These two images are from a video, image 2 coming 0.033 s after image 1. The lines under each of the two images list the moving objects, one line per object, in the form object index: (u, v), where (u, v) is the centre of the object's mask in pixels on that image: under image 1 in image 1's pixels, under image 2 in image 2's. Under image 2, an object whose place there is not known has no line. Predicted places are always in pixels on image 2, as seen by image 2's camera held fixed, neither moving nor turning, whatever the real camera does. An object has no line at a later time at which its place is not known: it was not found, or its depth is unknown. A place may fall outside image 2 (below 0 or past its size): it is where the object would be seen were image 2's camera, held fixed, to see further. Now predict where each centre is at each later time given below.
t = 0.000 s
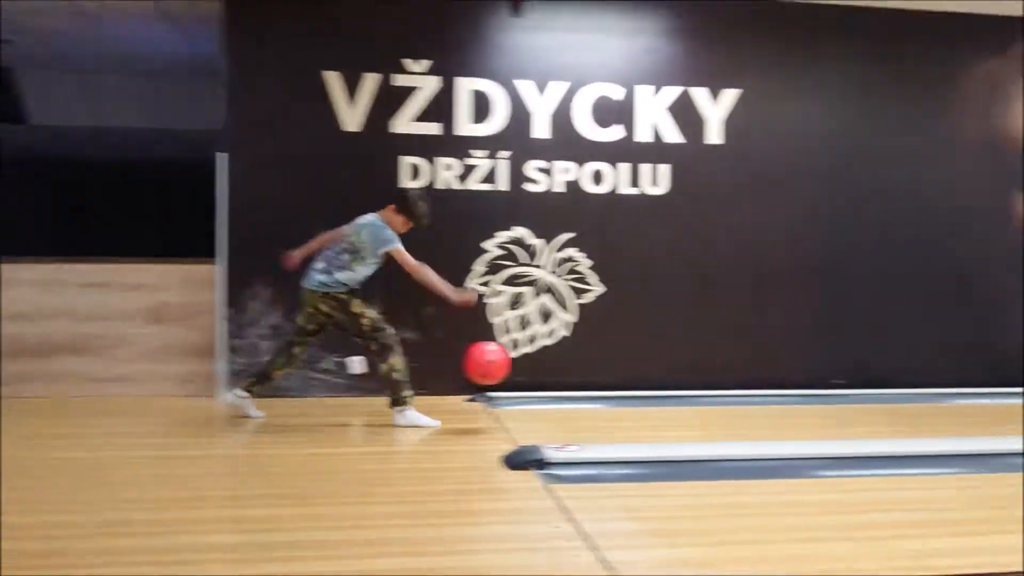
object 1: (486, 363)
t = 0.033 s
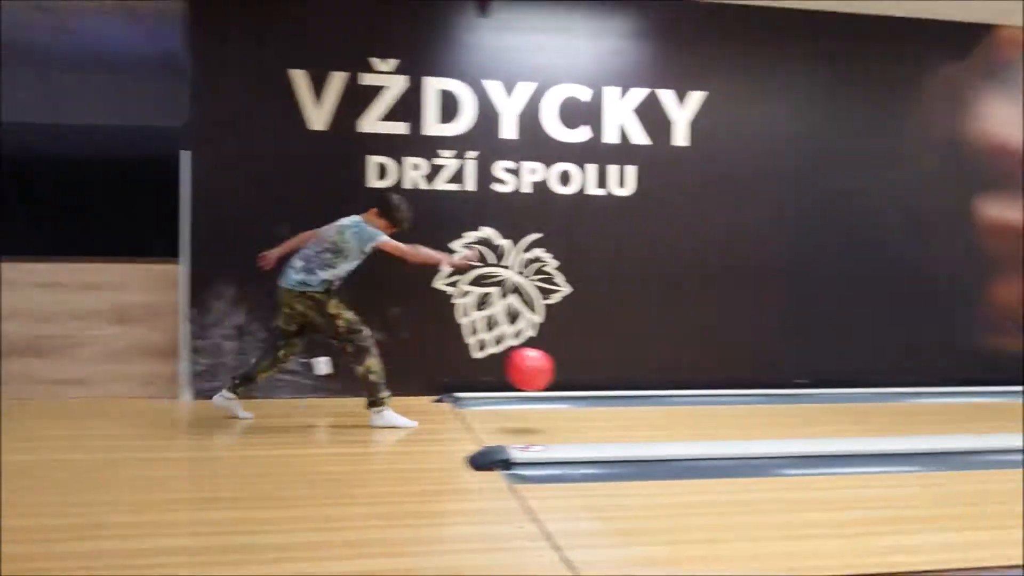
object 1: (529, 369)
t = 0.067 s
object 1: (603, 382)
